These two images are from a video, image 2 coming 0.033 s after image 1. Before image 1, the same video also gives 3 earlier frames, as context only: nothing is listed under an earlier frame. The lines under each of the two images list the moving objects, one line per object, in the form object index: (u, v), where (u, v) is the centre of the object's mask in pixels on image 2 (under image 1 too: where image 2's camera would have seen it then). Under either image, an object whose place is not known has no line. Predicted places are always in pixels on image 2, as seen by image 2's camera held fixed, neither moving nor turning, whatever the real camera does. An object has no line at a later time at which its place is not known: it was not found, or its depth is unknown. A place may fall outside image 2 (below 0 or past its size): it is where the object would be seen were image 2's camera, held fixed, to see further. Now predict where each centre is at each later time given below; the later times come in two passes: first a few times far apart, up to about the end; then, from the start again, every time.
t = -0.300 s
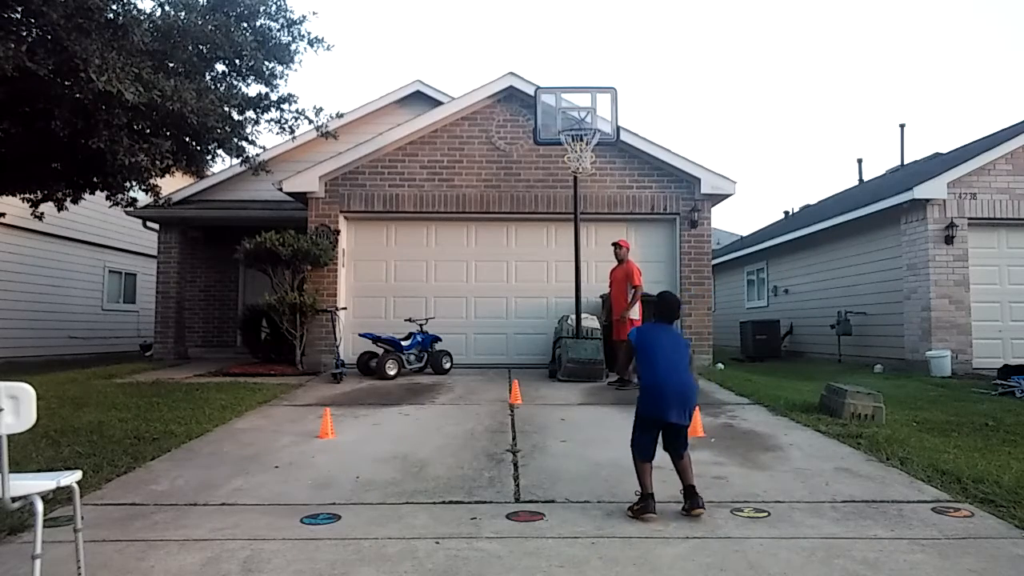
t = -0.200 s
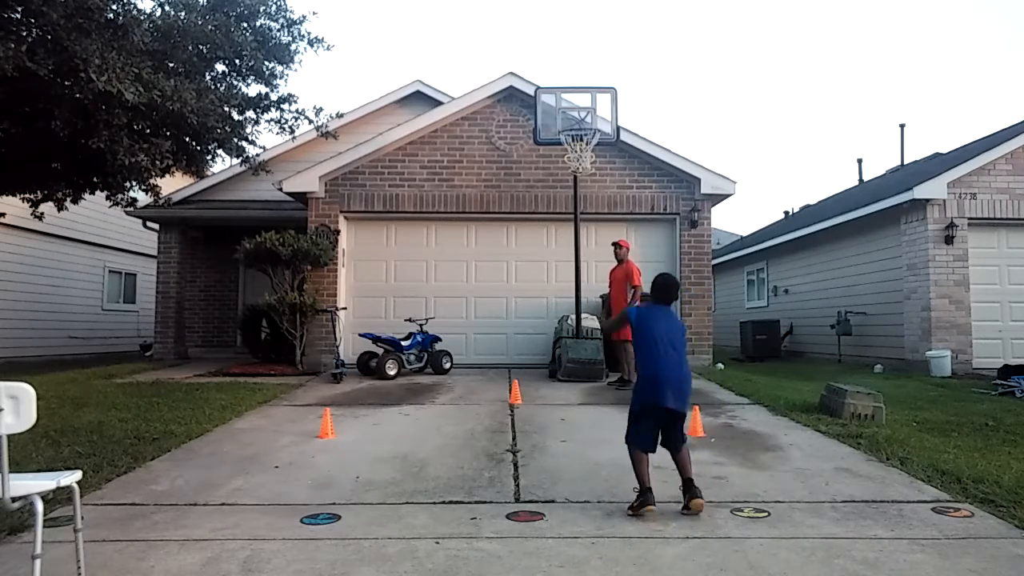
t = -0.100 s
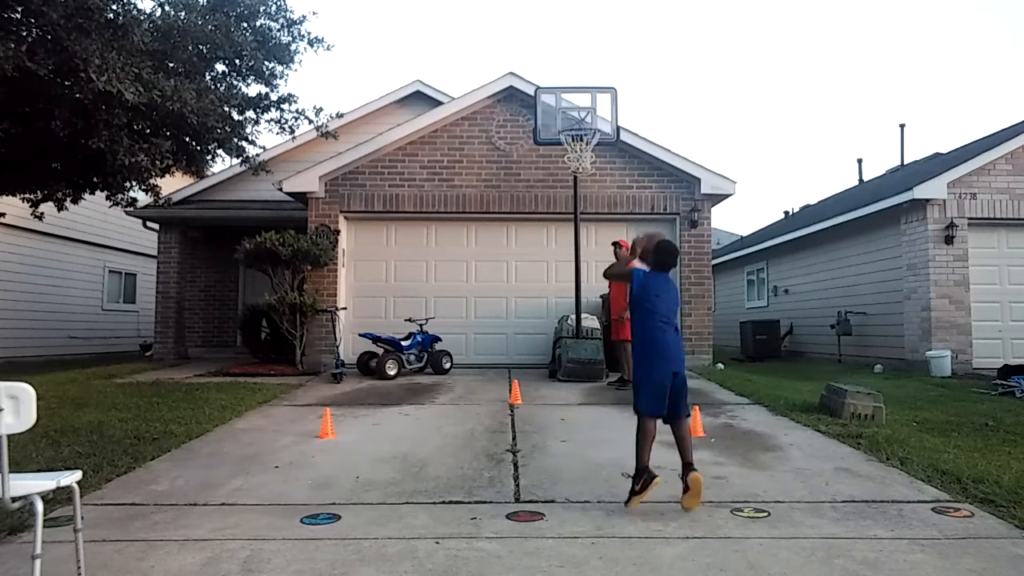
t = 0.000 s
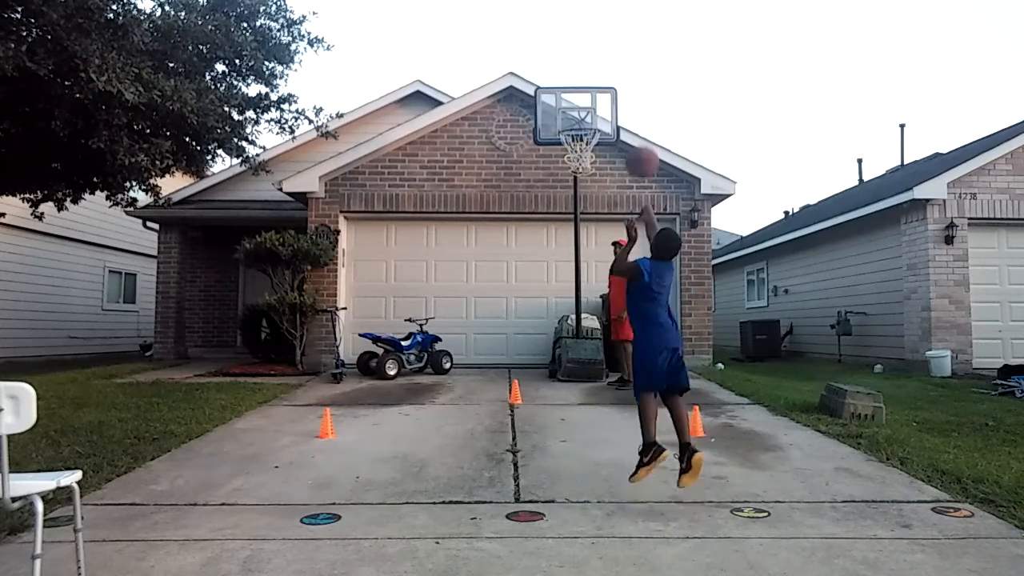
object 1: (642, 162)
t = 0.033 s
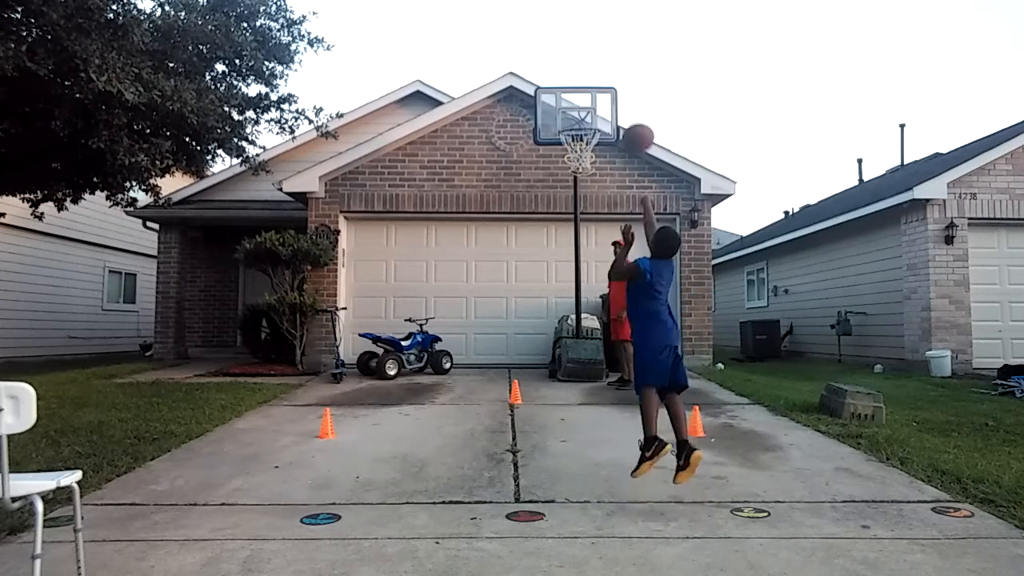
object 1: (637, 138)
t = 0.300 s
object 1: (612, 26)
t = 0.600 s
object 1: (594, 19)
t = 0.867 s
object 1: (582, 78)
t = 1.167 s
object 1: (578, 160)
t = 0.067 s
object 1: (634, 116)
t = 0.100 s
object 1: (631, 97)
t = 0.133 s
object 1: (627, 80)
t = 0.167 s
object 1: (624, 65)
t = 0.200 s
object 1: (621, 53)
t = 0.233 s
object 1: (618, 42)
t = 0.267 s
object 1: (615, 33)
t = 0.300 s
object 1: (612, 26)
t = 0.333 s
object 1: (610, 20)
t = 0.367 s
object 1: (607, 16)
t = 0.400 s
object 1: (605, 13)
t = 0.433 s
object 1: (603, 11)
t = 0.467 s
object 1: (601, 11)
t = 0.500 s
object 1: (599, 11)
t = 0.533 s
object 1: (597, 13)
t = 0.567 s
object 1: (595, 15)
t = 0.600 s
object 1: (594, 19)
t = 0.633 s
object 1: (592, 24)
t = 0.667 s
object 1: (591, 29)
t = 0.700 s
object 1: (589, 35)
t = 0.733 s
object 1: (588, 42)
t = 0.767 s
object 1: (586, 50)
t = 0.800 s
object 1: (585, 59)
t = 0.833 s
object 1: (583, 68)
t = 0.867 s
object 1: (582, 78)
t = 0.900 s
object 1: (581, 88)
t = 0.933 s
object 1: (579, 99)
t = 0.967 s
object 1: (578, 111)
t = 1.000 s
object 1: (577, 122)
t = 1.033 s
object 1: (579, 129)
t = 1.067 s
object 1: (576, 139)
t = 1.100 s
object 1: (578, 151)
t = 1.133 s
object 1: (578, 159)
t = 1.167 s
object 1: (578, 160)
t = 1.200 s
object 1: (579, 164)
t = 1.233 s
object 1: (580, 167)
